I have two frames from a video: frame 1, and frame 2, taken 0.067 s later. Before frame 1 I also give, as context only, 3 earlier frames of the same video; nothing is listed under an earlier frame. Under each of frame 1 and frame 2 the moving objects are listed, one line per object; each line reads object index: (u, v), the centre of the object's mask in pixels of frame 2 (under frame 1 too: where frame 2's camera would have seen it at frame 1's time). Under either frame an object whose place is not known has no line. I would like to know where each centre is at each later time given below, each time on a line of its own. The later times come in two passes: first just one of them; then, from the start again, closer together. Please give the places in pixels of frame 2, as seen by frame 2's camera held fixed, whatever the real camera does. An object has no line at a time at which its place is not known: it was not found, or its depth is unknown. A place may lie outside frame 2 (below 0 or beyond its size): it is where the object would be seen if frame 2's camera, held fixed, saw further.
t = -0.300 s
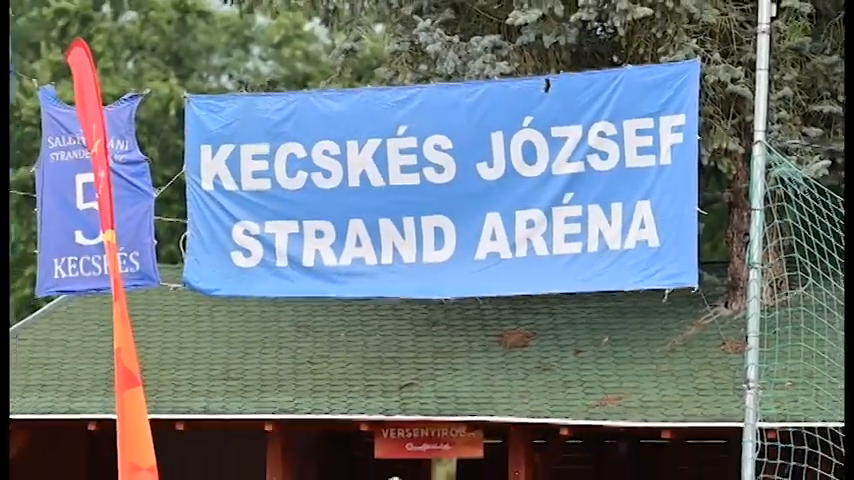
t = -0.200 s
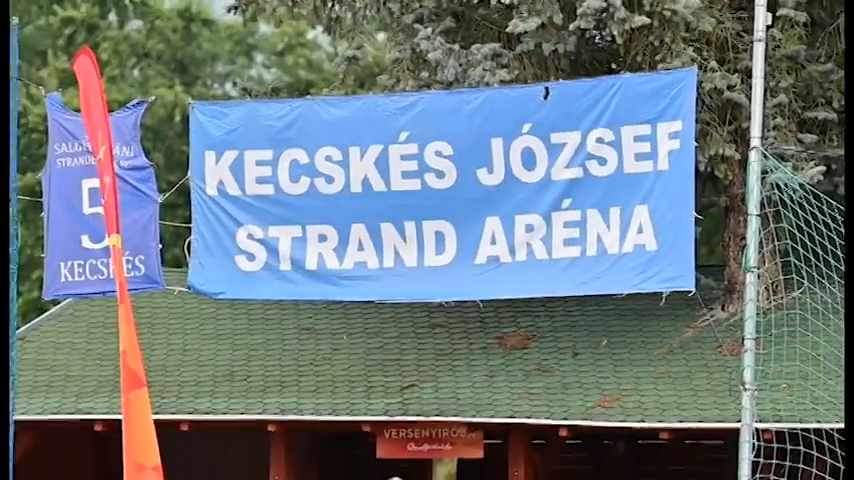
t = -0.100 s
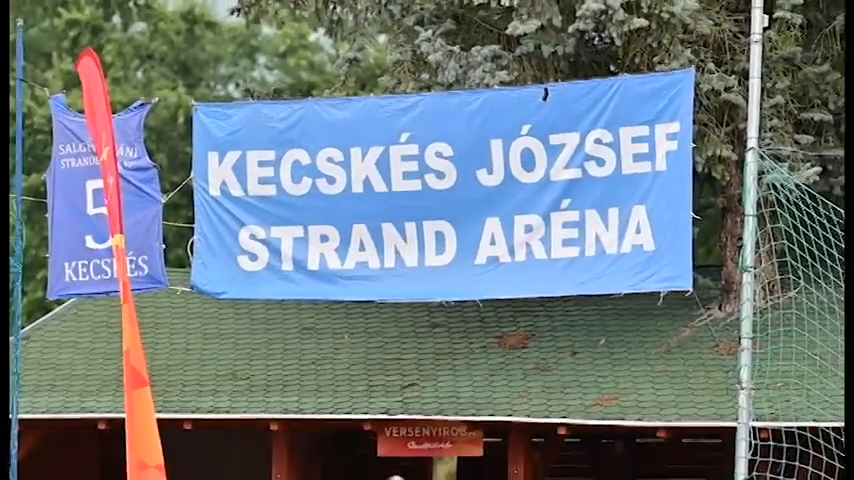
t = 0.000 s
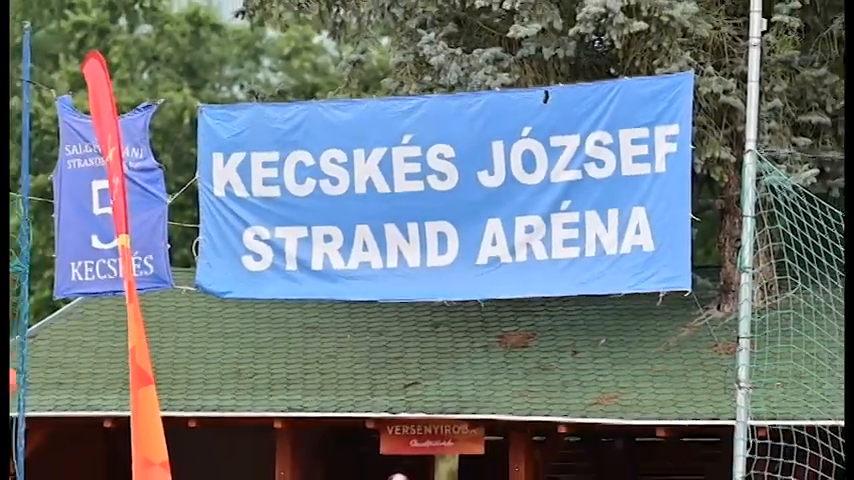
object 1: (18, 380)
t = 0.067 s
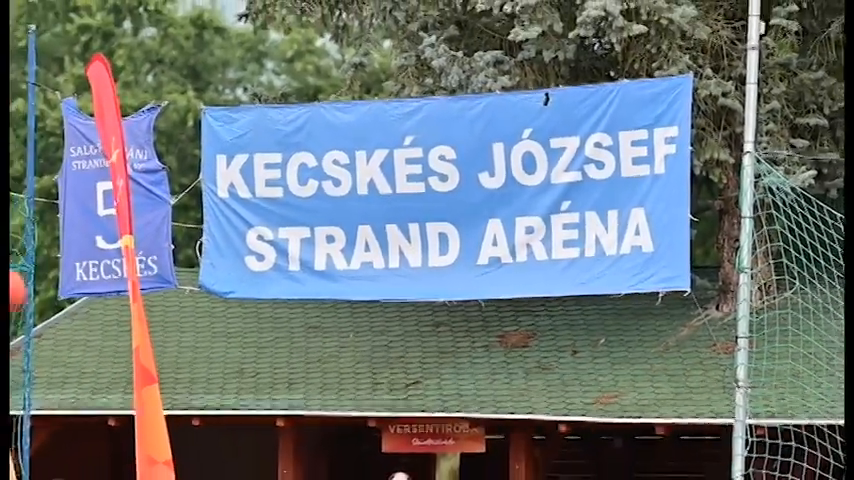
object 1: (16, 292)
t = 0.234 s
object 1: (10, 112)
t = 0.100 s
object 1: (14, 249)
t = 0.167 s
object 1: (13, 173)
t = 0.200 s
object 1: (11, 140)
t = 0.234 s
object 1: (10, 112)
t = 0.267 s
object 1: (7, 85)
